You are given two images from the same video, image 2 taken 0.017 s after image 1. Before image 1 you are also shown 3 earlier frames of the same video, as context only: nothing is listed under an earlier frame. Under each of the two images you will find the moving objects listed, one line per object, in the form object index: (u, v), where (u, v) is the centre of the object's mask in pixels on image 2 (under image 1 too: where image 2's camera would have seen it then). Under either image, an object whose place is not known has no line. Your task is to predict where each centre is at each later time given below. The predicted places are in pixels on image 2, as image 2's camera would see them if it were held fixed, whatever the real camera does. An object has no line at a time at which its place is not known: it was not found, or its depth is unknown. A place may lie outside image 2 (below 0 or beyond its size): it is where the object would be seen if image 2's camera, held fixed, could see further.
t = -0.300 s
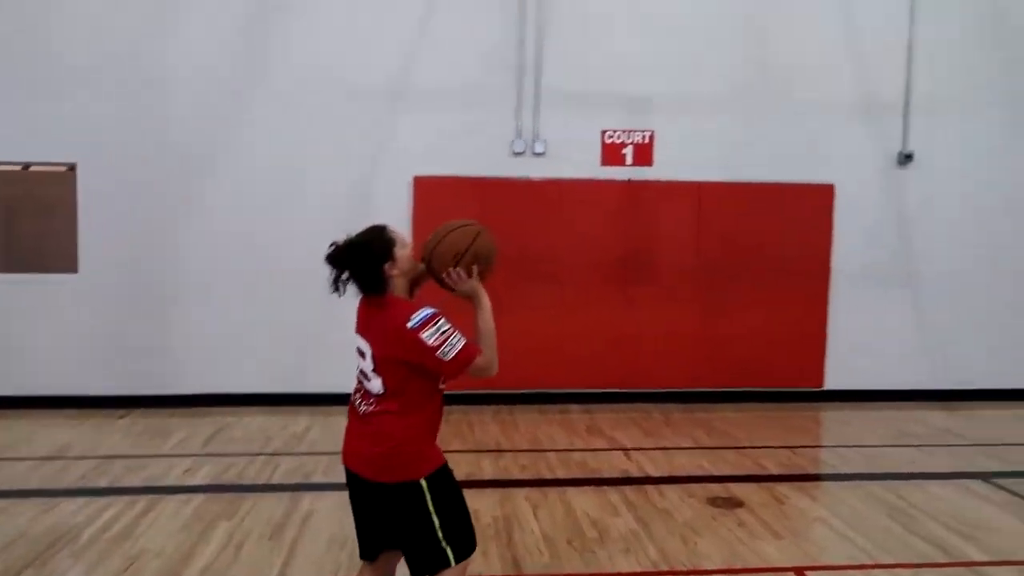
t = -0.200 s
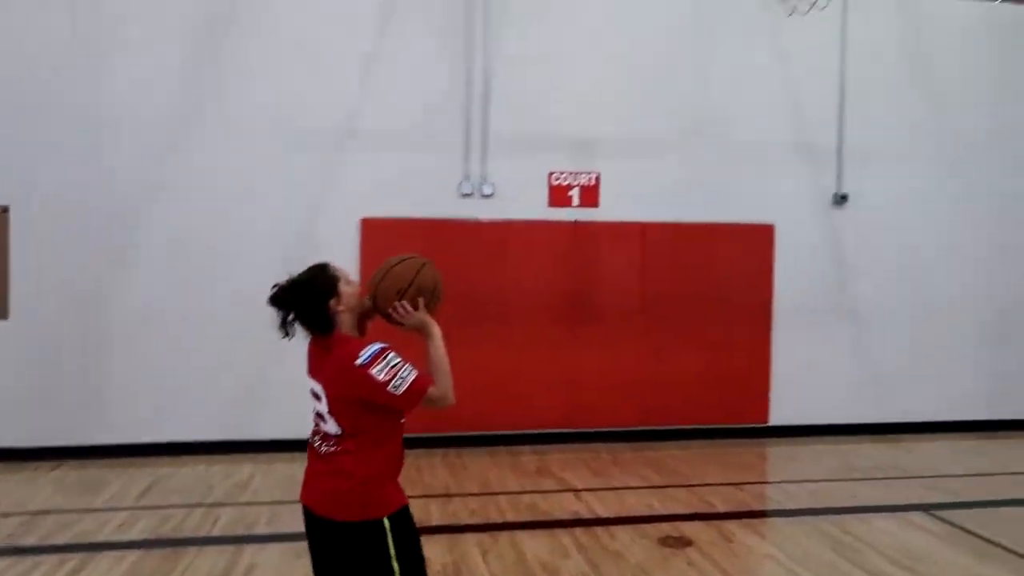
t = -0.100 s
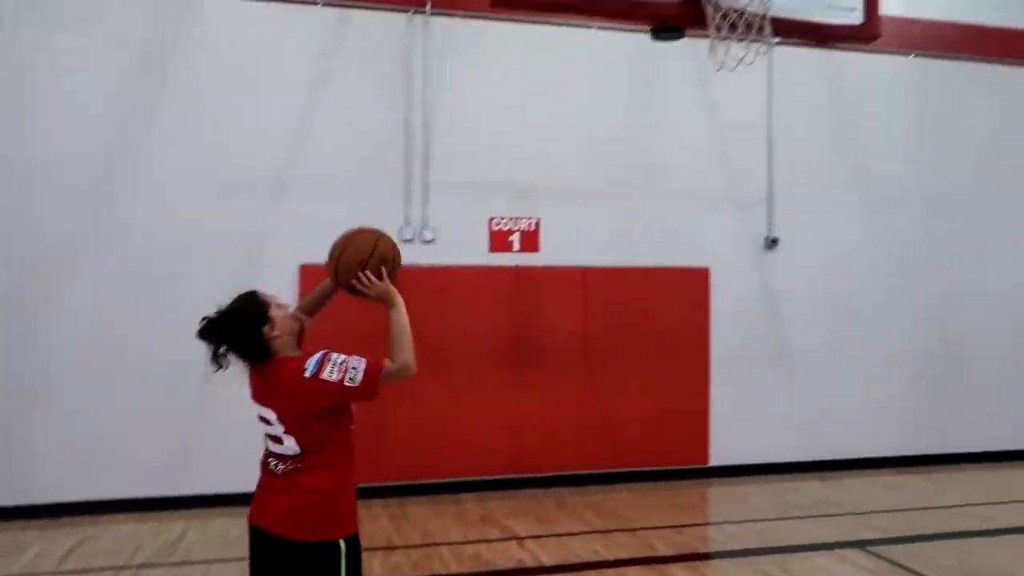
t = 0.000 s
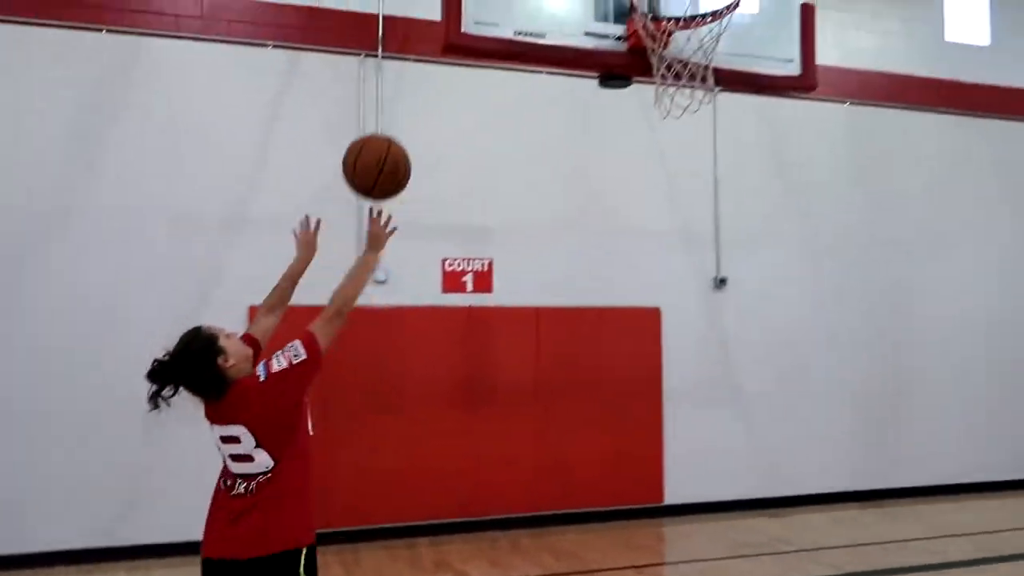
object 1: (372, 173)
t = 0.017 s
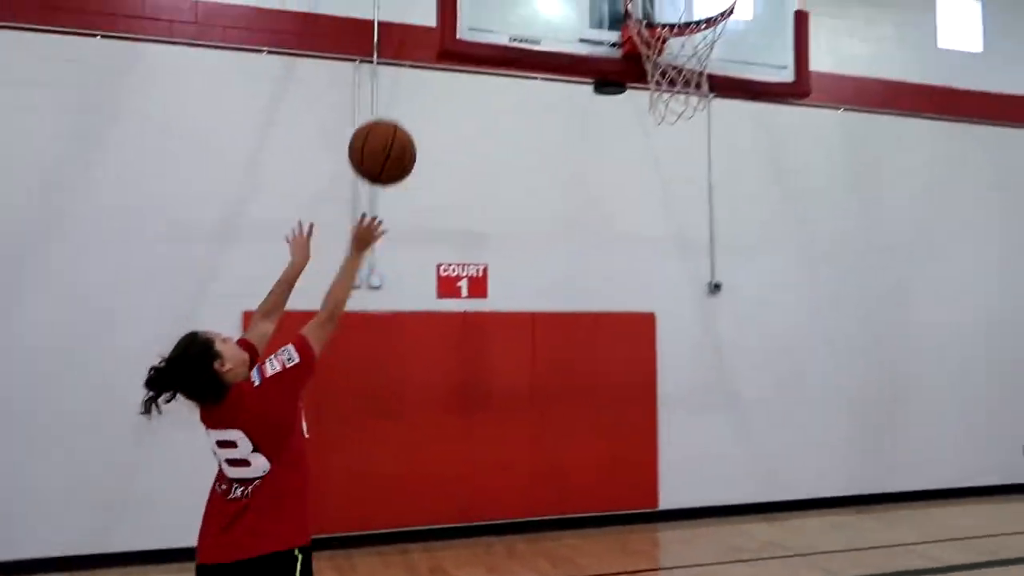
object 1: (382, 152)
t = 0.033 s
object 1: (392, 133)
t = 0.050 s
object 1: (402, 115)
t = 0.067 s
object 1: (413, 98)
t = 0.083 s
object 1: (422, 83)
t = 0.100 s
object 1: (432, 67)
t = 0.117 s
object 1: (441, 54)
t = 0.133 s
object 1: (450, 40)
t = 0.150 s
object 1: (459, 30)
